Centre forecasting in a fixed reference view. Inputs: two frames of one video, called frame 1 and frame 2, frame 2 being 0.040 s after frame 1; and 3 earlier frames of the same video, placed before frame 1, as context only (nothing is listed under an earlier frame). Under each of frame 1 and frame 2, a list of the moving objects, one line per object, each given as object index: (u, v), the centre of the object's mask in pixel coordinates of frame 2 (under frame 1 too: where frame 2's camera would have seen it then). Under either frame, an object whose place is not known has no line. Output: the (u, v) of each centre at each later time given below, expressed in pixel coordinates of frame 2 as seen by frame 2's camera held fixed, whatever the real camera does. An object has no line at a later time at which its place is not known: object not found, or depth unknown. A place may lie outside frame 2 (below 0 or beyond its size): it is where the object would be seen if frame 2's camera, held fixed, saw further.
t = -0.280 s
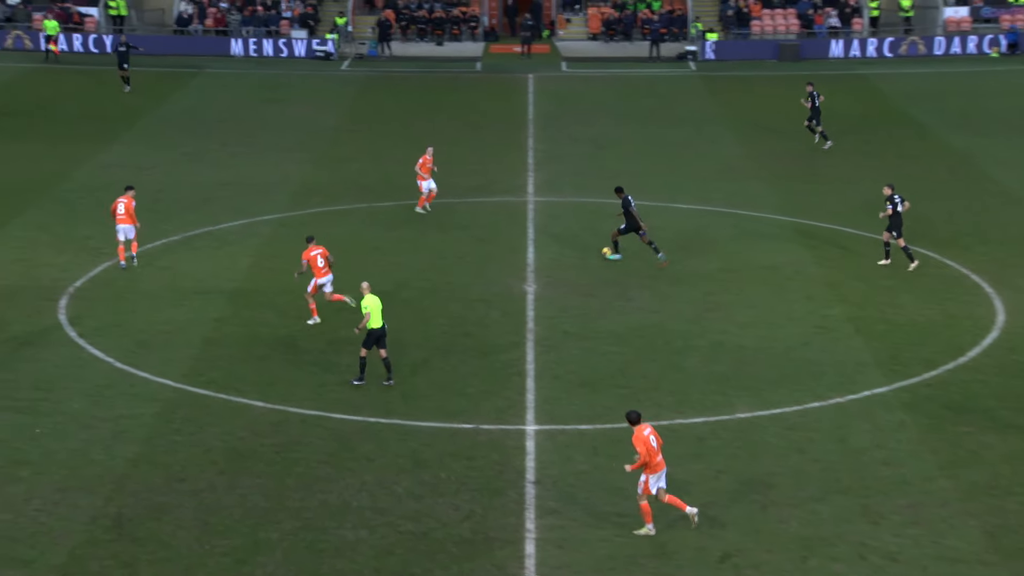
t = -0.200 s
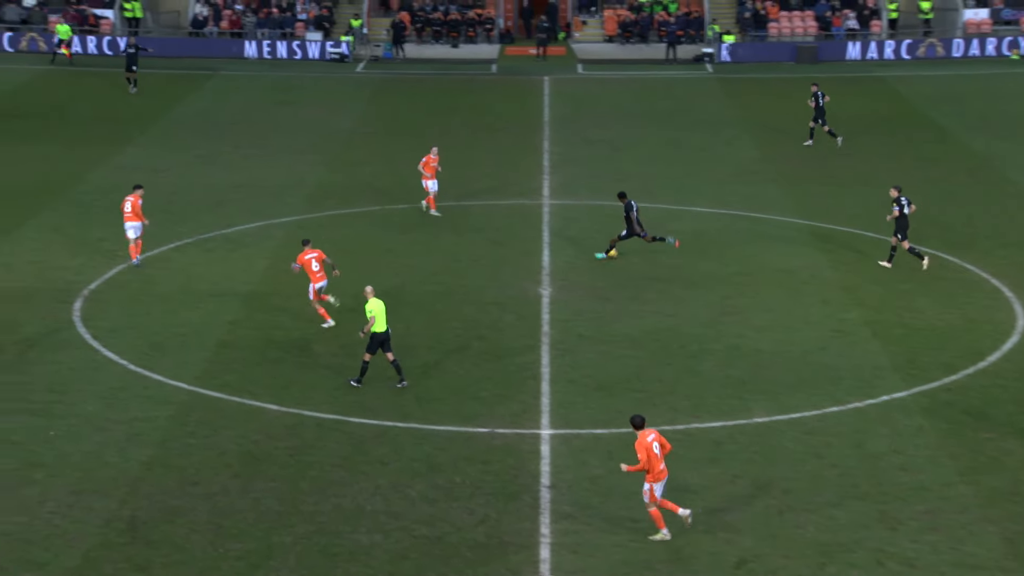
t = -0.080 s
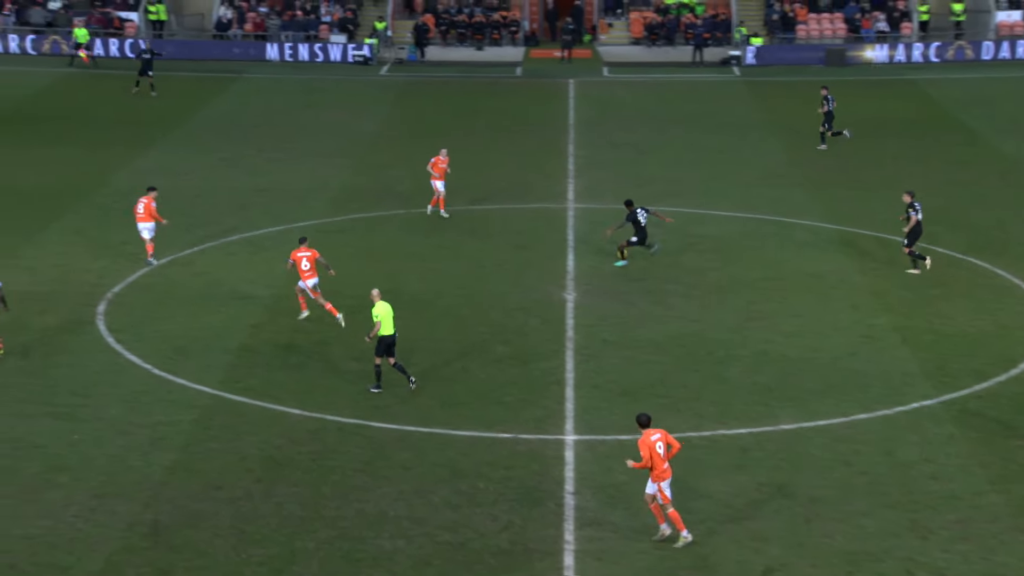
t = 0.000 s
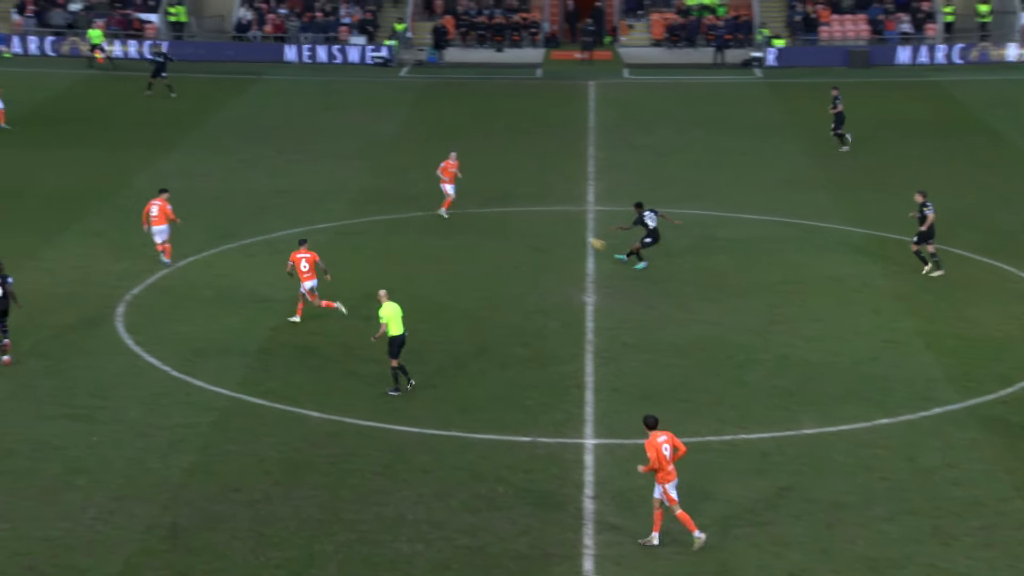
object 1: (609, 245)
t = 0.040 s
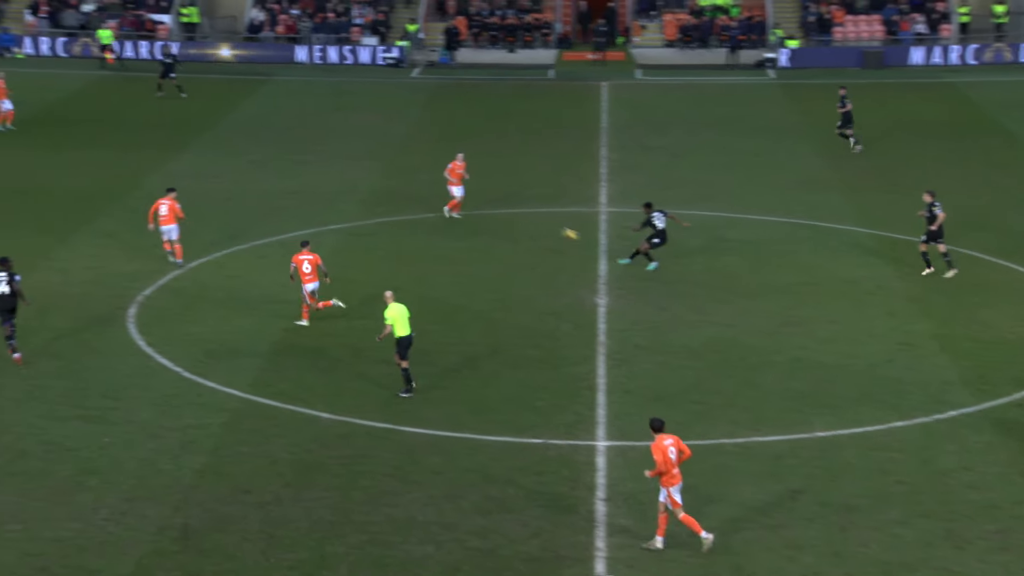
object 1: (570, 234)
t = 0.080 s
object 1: (533, 223)
